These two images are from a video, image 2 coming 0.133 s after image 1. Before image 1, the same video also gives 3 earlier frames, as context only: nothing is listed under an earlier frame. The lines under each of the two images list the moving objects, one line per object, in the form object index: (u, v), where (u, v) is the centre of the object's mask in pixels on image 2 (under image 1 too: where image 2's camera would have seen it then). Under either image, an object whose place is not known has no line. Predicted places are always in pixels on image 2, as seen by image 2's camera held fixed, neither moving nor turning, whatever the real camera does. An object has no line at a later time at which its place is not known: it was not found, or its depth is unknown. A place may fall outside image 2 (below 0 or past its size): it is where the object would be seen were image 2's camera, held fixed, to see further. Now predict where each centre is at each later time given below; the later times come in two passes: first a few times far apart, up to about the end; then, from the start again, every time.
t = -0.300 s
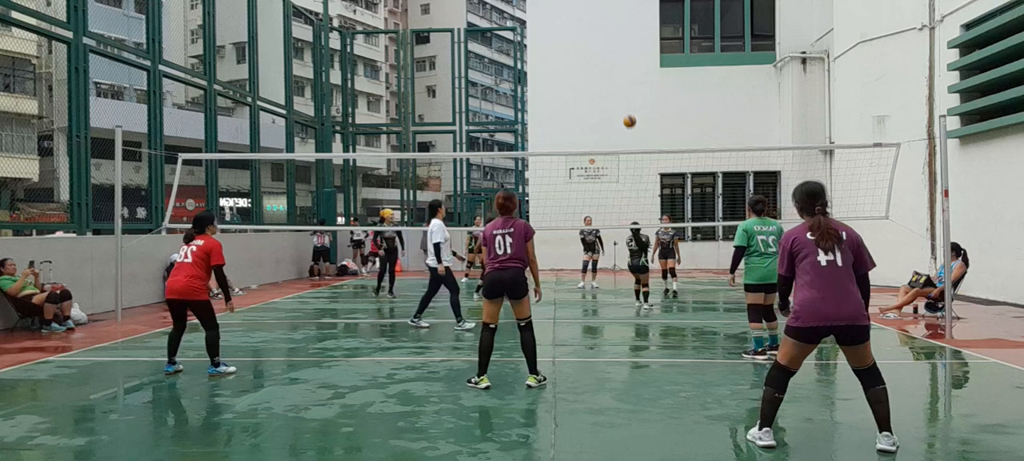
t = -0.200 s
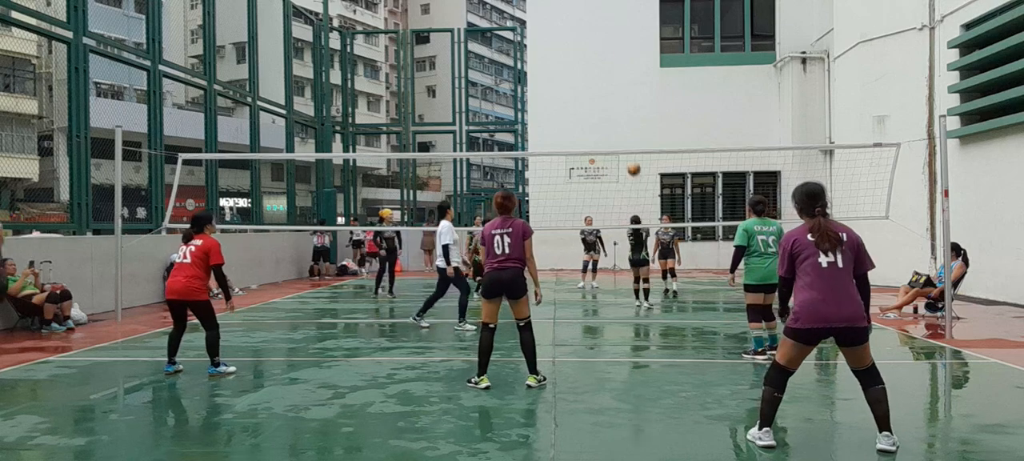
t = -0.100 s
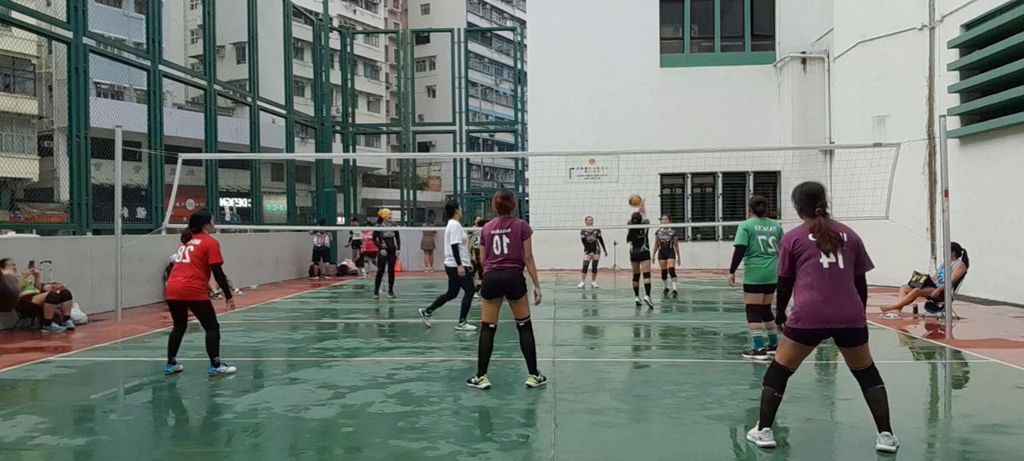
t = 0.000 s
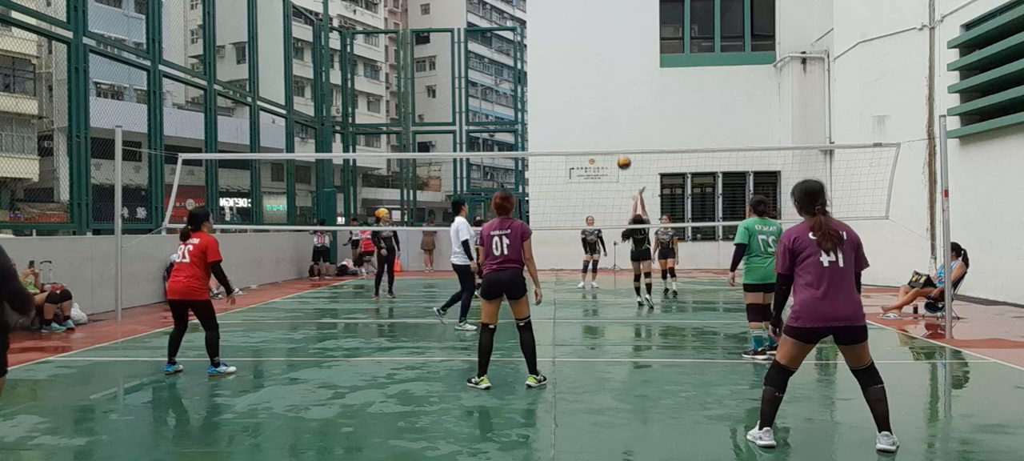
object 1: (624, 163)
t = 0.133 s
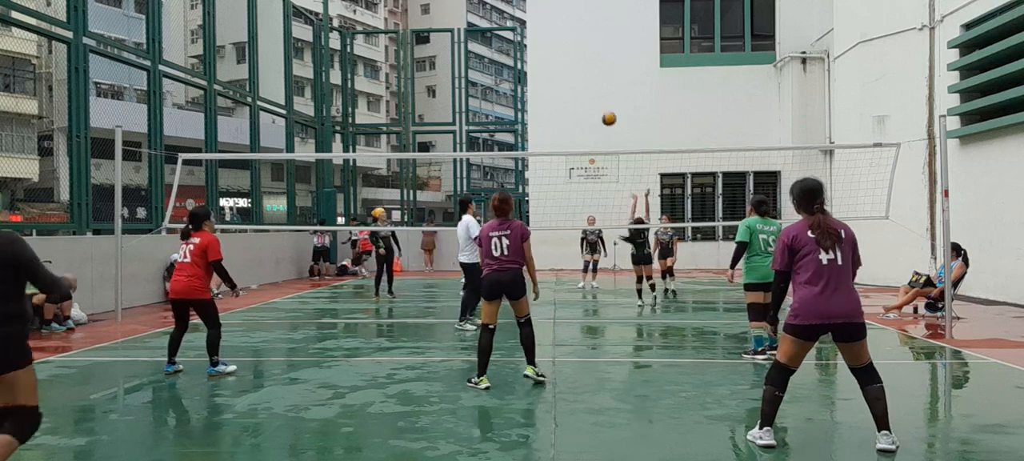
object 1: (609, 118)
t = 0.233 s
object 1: (596, 90)
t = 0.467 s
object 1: (562, 44)
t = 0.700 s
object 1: (521, 36)
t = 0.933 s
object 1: (466, 89)
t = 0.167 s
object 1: (605, 109)
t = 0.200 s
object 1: (600, 99)
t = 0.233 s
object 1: (596, 90)
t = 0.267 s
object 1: (592, 82)
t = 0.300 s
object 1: (587, 73)
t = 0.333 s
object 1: (583, 67)
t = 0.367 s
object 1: (578, 59)
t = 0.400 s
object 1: (573, 53)
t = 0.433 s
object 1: (568, 48)
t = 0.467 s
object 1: (562, 44)
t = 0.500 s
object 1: (557, 40)
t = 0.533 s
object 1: (552, 37)
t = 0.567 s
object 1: (546, 35)
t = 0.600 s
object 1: (540, 34)
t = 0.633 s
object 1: (534, 34)
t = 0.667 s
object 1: (527, 34)
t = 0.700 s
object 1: (521, 36)
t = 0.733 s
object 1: (514, 39)
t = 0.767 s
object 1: (506, 44)
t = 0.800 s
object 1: (499, 49)
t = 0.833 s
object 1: (491, 57)
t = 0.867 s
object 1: (483, 66)
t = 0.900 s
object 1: (475, 77)
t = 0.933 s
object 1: (466, 89)
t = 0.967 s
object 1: (457, 104)
